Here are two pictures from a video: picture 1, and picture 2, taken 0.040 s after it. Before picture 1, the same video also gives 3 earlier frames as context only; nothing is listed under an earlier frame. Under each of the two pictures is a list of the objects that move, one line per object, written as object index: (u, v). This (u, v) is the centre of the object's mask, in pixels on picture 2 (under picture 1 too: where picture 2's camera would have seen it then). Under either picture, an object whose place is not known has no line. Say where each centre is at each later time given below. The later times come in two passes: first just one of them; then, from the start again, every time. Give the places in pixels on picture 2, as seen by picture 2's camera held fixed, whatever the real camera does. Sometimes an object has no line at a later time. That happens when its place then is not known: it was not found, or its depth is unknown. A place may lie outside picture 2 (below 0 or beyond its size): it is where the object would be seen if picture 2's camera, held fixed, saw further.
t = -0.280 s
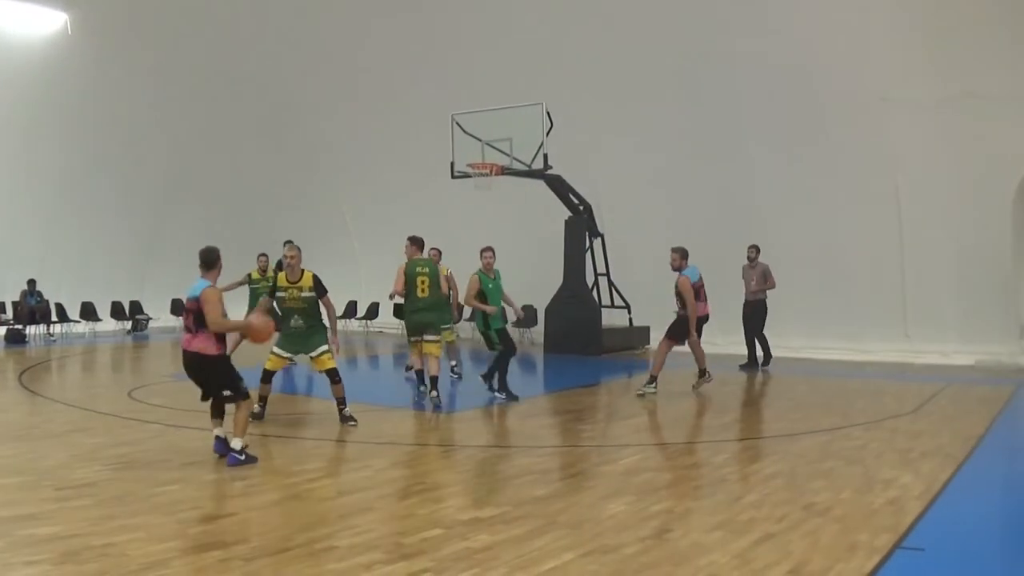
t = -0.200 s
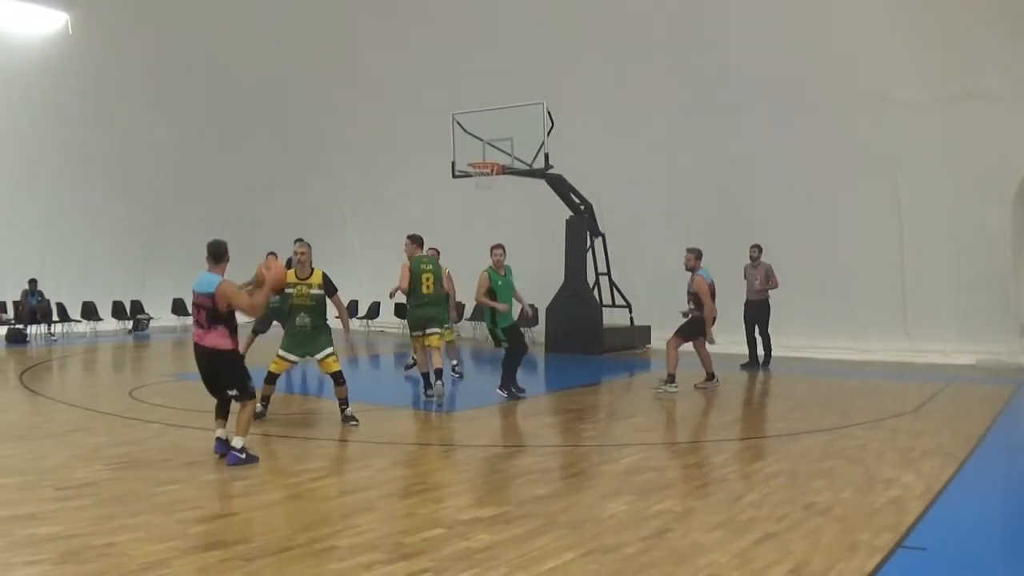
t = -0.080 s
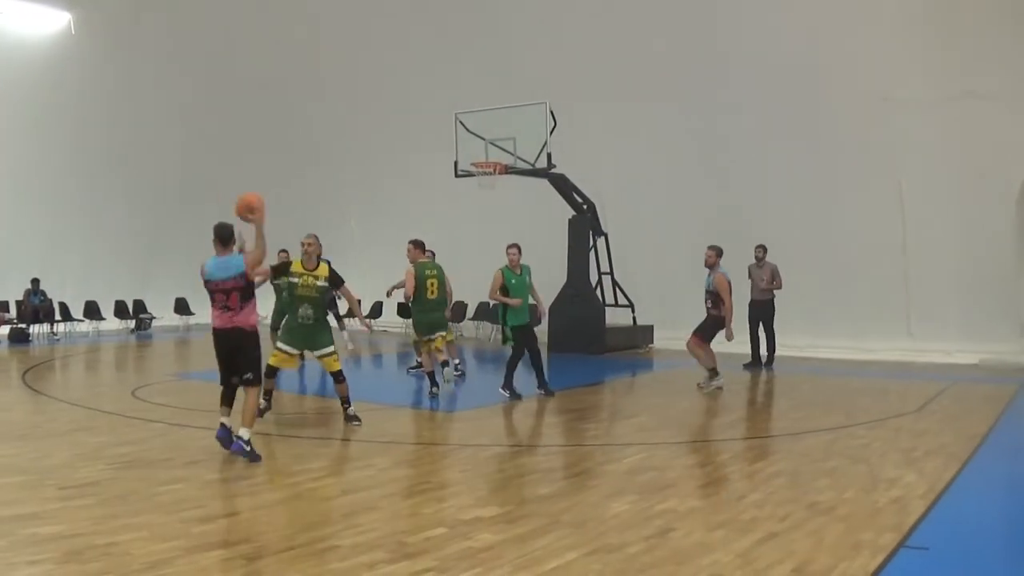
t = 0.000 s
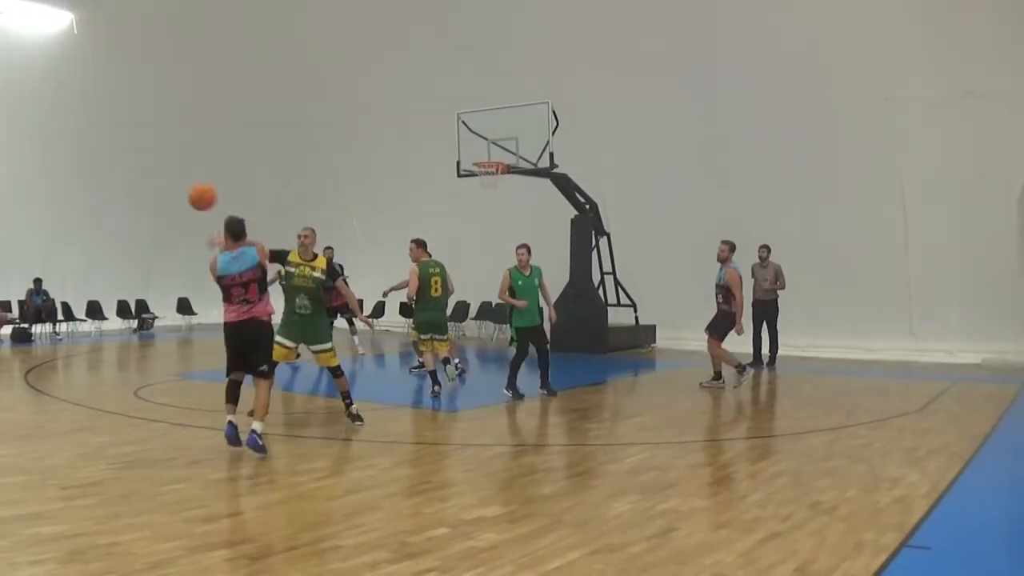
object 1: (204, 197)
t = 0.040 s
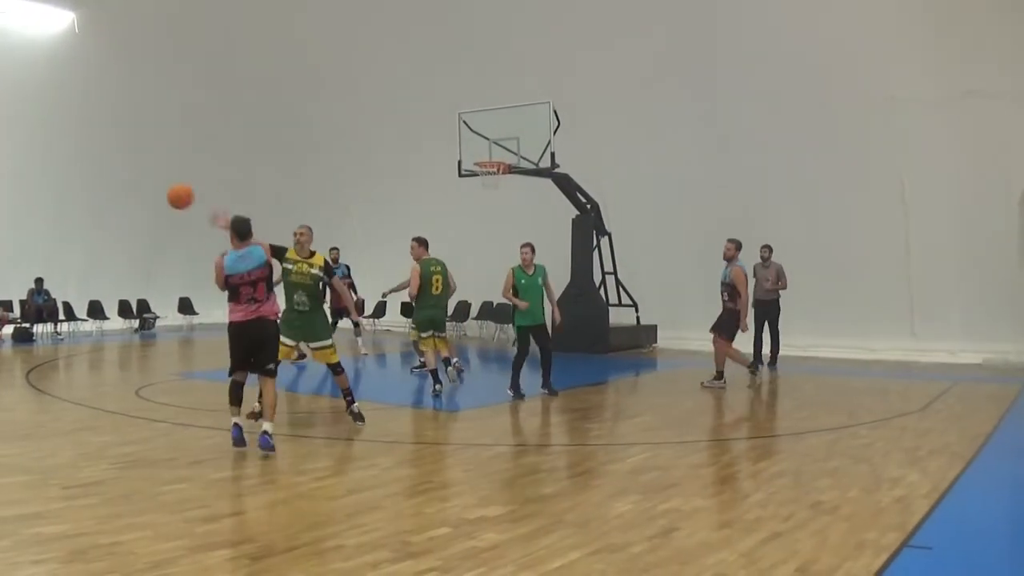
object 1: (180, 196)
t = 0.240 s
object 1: (91, 211)
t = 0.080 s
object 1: (159, 197)
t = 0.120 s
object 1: (140, 199)
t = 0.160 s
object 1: (122, 202)
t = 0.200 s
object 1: (107, 206)
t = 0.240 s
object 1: (91, 211)
